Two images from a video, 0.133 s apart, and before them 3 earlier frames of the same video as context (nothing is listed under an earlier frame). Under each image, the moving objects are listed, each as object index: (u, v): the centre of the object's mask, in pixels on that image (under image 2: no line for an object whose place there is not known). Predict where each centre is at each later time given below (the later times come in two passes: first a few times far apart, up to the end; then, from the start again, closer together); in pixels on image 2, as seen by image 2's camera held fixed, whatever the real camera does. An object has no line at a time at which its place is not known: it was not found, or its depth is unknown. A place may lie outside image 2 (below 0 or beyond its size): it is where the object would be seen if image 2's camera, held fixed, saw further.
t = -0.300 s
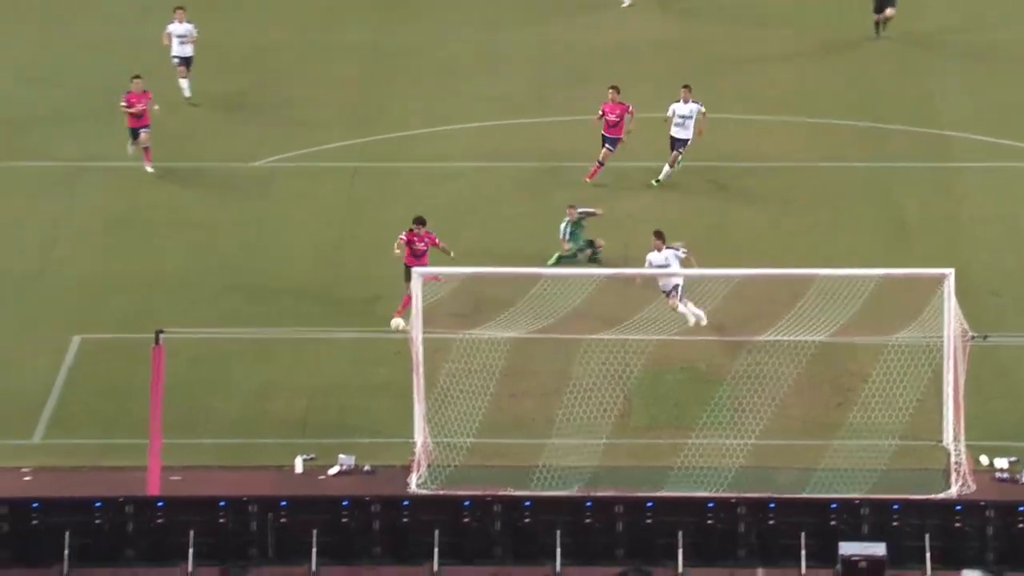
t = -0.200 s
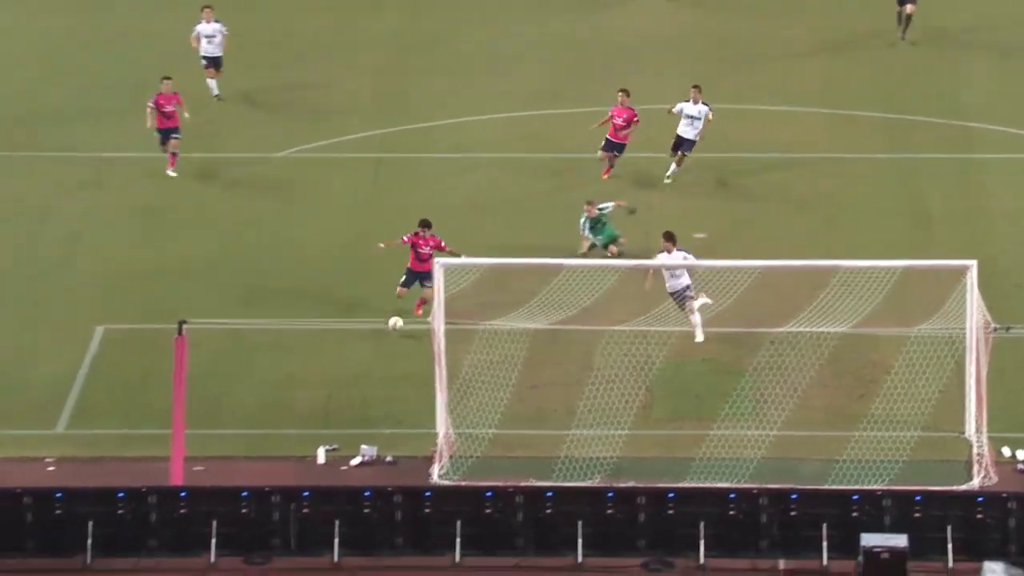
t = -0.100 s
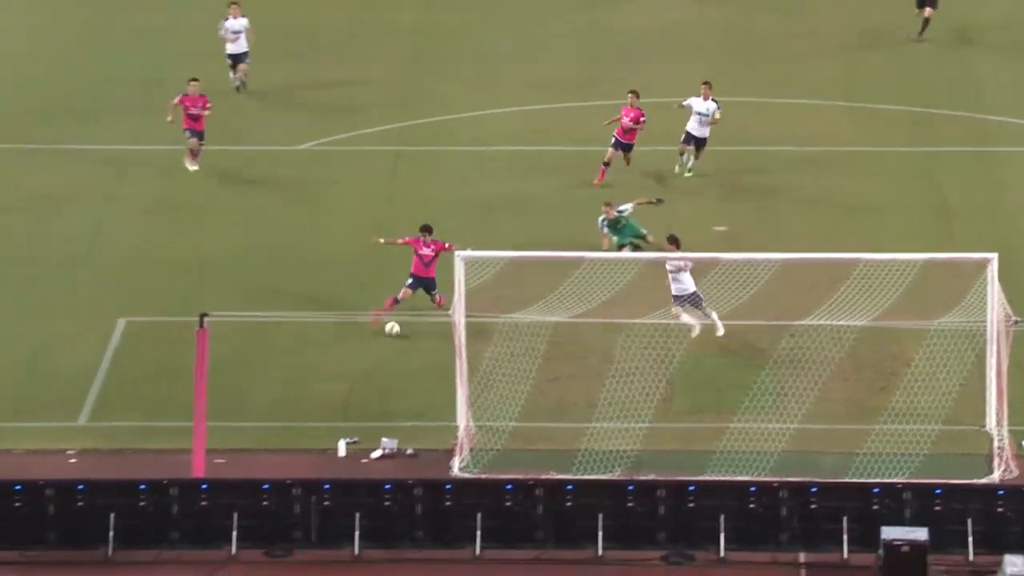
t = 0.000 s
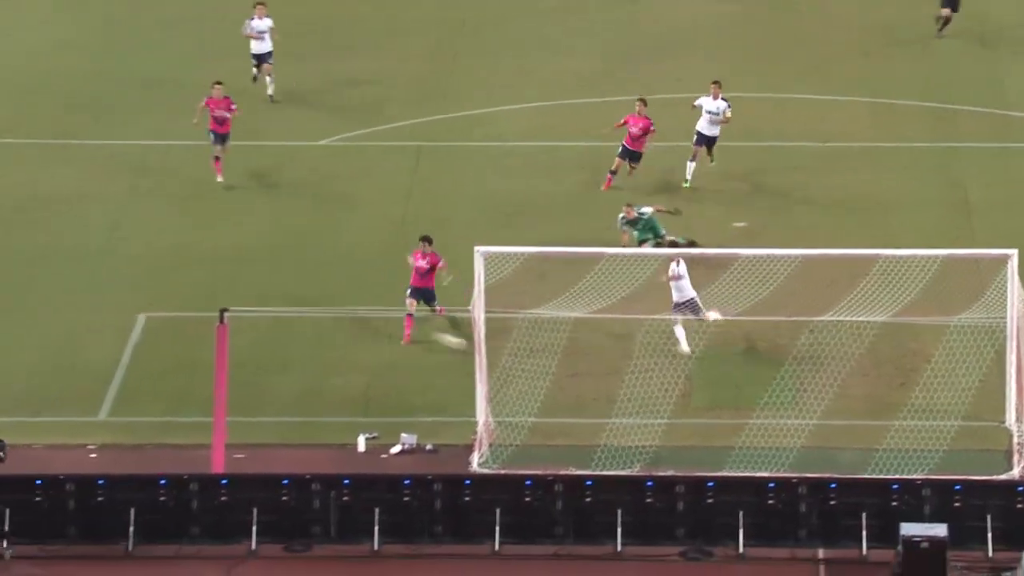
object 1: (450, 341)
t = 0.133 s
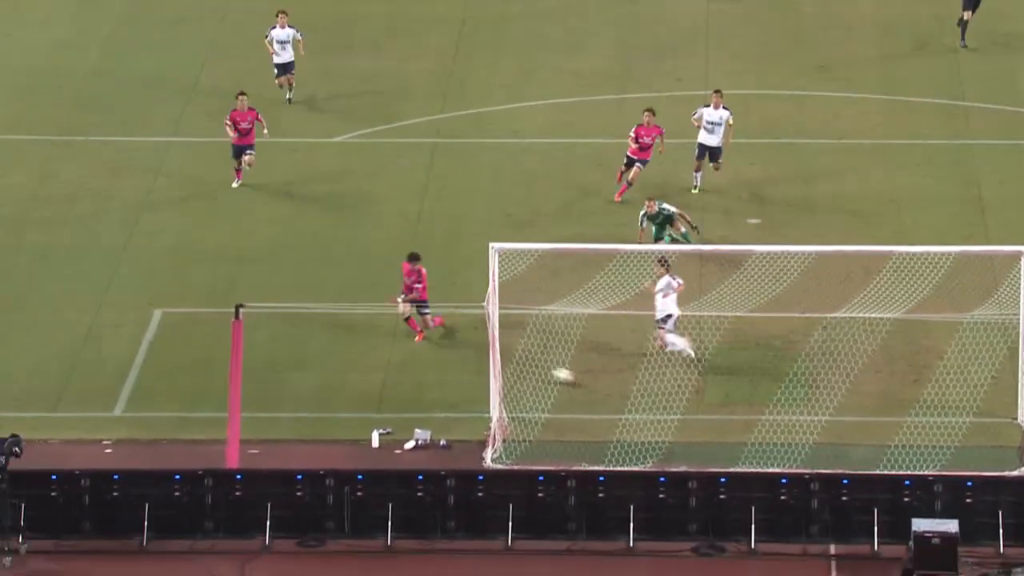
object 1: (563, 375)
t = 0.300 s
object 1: (665, 411)
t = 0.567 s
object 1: (812, 461)
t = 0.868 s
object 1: (856, 429)
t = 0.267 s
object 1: (647, 404)
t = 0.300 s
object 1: (665, 411)
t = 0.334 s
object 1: (680, 417)
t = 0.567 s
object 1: (812, 461)
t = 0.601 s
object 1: (821, 460)
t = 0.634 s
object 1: (829, 456)
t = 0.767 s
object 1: (851, 438)
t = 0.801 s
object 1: (852, 435)
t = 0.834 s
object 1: (854, 433)
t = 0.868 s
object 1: (856, 429)
